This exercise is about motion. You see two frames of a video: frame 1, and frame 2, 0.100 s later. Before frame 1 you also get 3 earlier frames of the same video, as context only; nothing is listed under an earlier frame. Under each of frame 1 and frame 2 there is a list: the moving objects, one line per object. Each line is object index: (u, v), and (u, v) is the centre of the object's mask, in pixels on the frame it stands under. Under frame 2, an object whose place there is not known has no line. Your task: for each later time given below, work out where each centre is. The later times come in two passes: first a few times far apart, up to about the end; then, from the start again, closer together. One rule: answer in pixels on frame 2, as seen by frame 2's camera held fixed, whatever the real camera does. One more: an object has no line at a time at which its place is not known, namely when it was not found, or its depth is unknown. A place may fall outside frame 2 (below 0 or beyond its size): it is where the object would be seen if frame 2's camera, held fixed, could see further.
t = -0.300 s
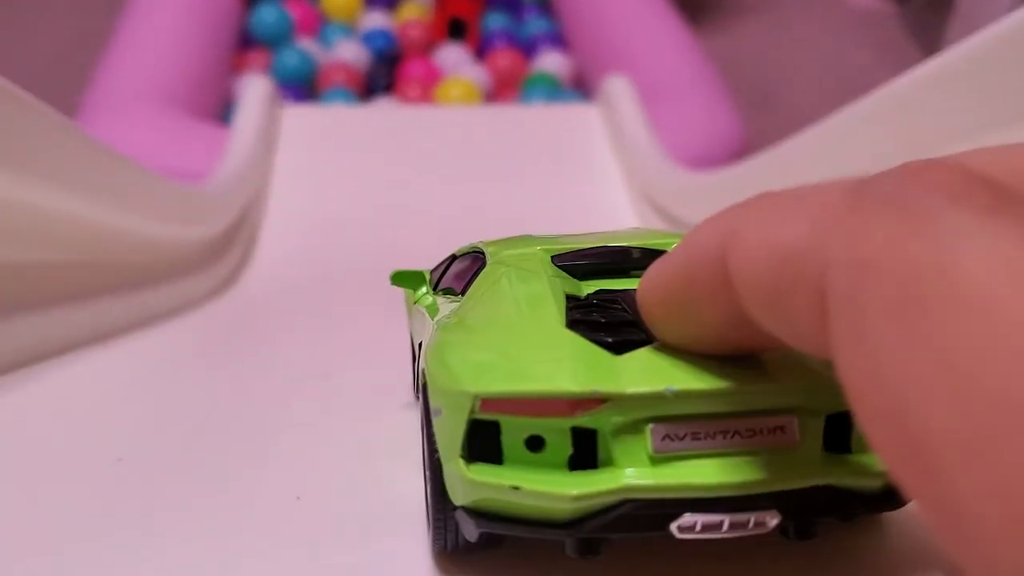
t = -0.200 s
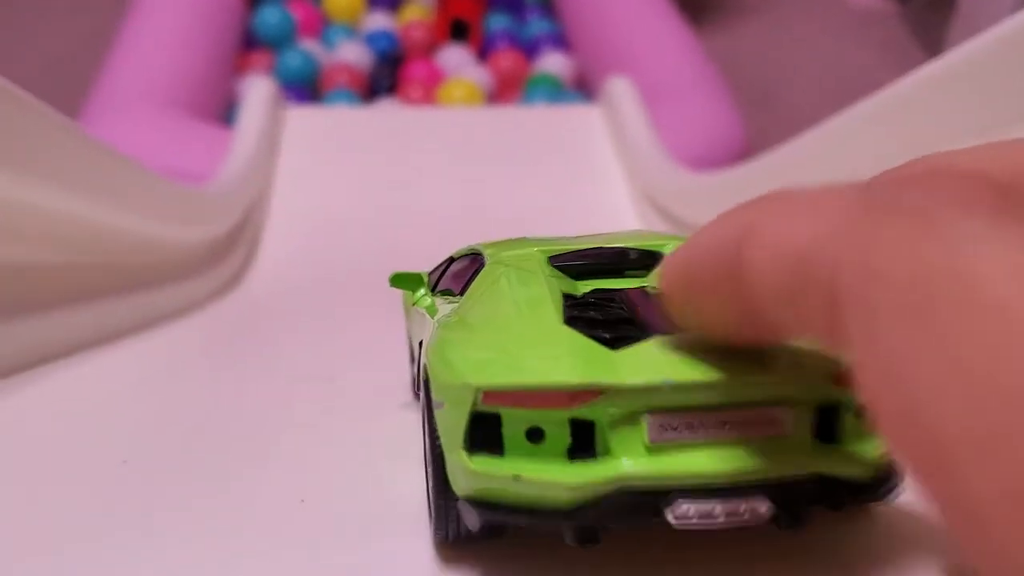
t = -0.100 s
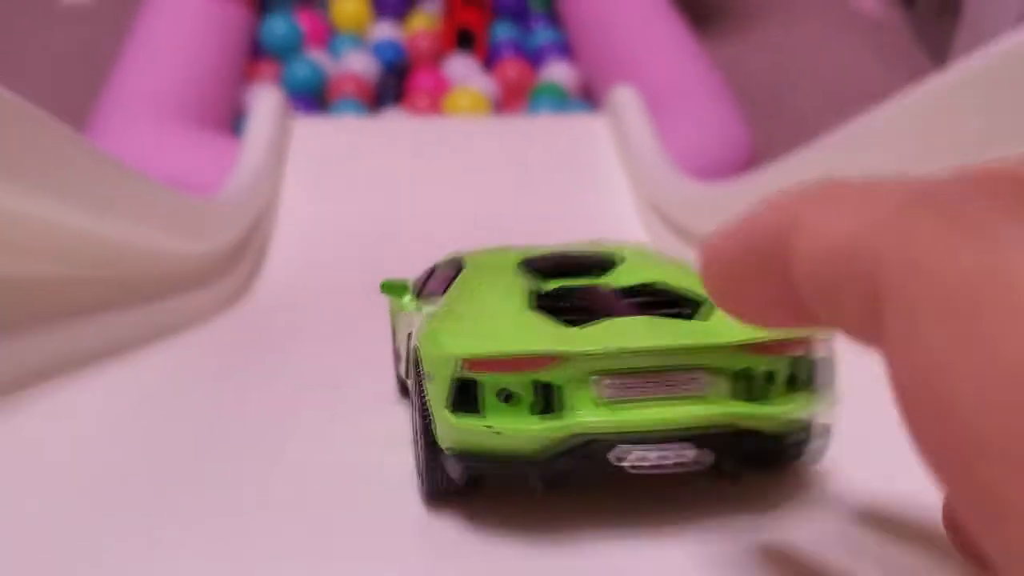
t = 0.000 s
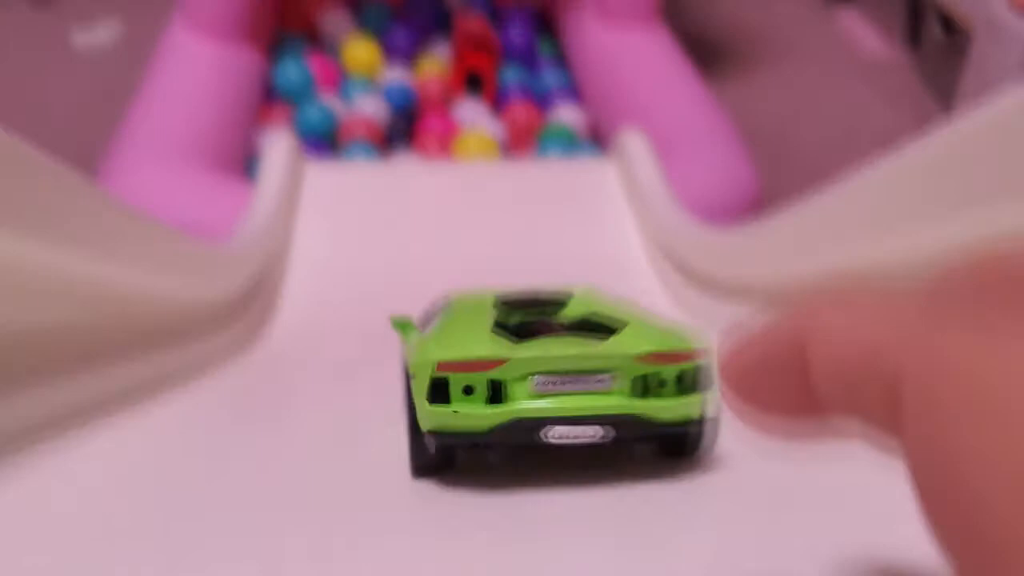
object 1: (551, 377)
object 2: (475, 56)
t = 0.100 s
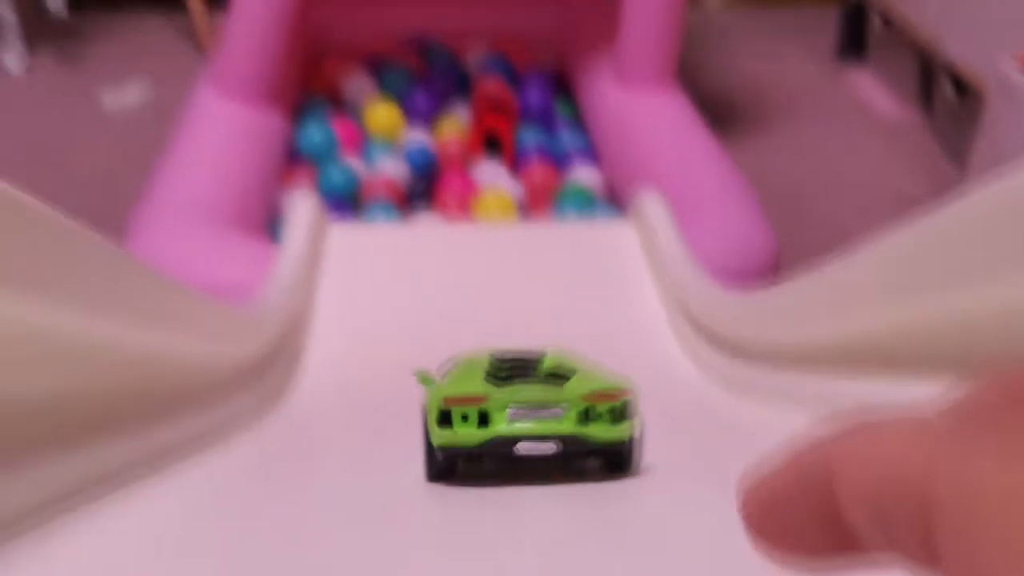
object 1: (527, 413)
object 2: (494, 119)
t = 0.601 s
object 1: (442, 175)
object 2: (494, 128)
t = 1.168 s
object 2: (494, 123)
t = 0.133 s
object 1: (514, 406)
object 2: (494, 126)
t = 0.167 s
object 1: (503, 398)
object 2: (493, 127)
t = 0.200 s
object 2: (493, 128)
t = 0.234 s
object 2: (493, 129)
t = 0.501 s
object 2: (494, 129)
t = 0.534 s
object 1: (445, 175)
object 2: (494, 129)
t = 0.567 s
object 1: (443, 174)
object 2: (494, 129)
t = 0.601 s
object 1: (442, 175)
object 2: (494, 128)
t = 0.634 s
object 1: (441, 178)
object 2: (494, 125)
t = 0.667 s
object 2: (494, 125)
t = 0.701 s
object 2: (496, 125)
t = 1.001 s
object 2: (495, 122)
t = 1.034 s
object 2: (495, 123)
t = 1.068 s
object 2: (495, 123)
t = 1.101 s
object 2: (494, 123)
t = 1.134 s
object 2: (494, 123)
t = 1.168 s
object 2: (494, 123)
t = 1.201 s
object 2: (493, 123)
